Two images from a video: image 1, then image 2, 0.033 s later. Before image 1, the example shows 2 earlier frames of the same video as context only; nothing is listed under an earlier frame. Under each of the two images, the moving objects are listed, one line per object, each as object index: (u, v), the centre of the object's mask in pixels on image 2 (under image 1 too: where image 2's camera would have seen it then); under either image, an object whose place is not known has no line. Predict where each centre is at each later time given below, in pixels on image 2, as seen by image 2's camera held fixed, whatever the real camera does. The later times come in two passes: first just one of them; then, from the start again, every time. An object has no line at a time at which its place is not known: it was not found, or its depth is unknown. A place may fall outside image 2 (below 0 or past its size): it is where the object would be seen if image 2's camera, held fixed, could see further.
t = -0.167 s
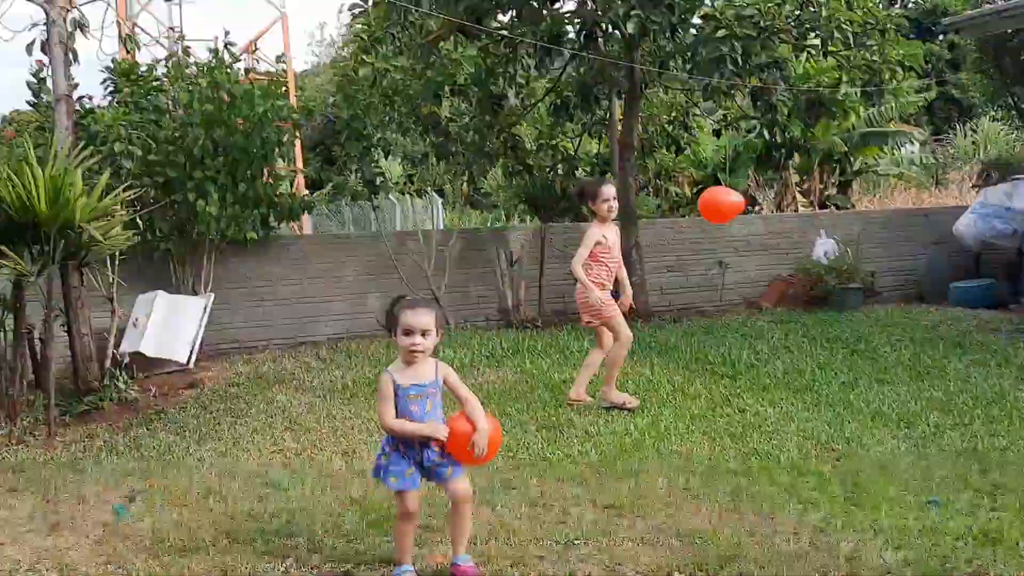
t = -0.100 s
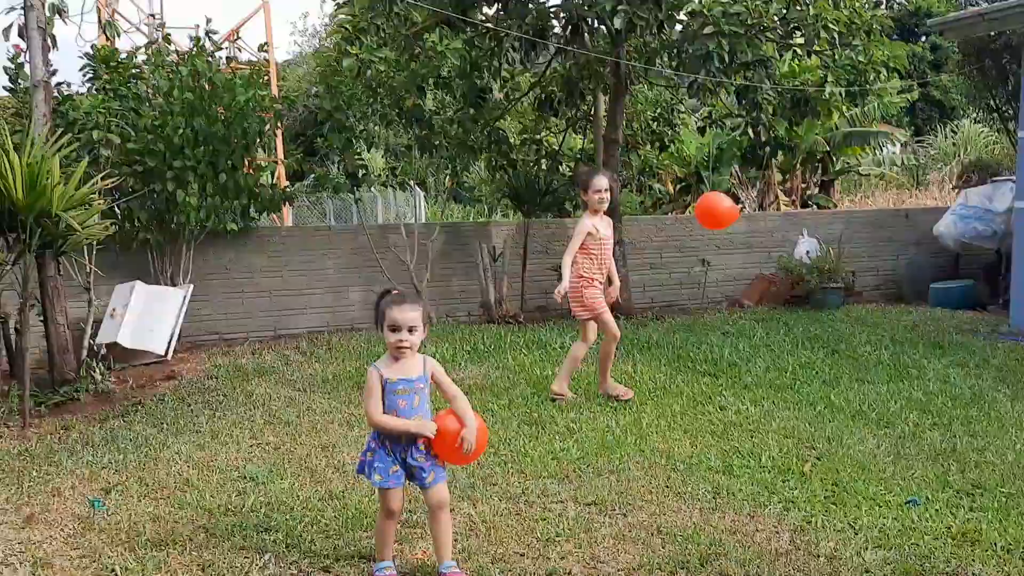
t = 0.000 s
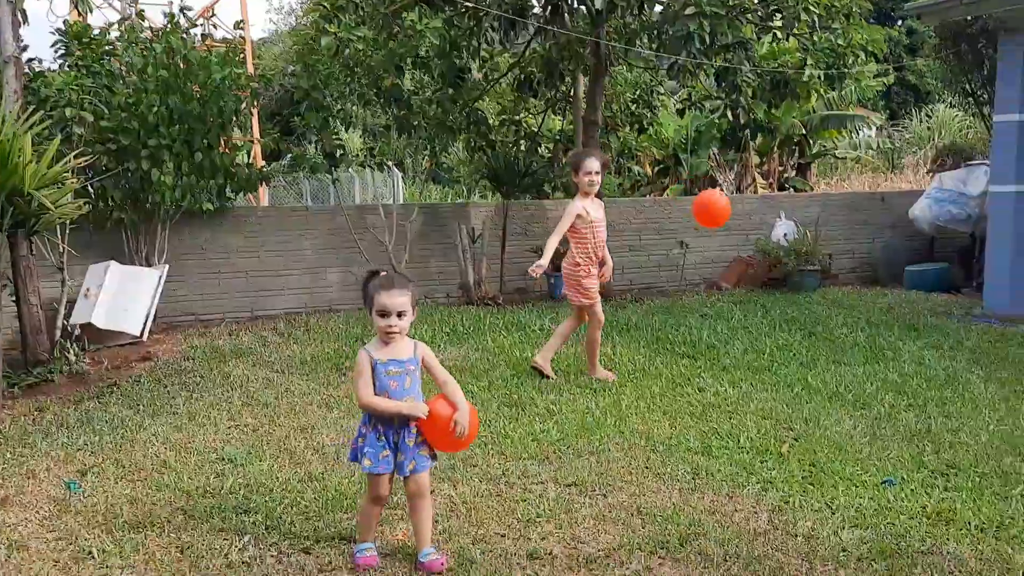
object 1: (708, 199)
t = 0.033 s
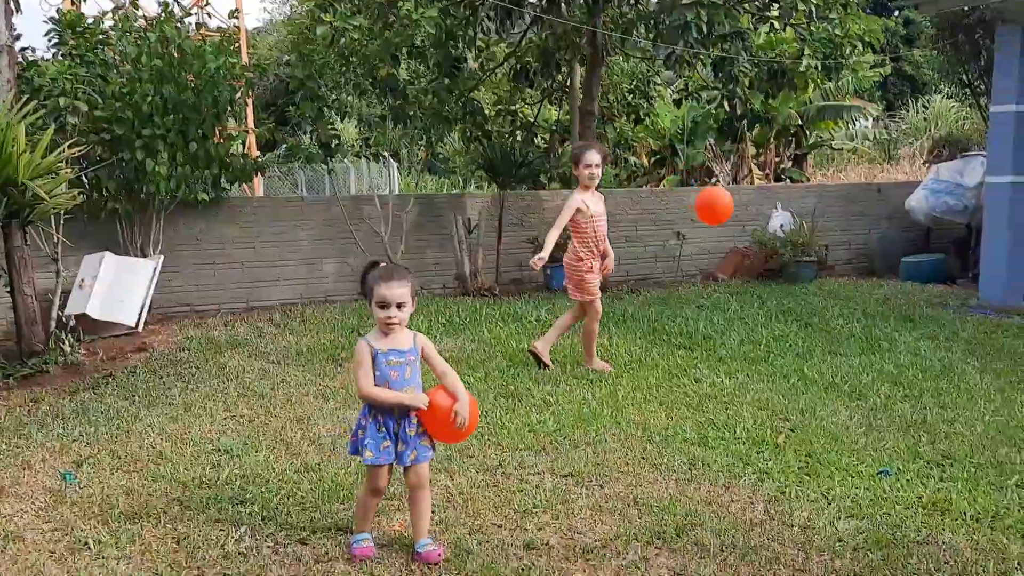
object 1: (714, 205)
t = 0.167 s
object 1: (733, 235)
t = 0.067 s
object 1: (720, 212)
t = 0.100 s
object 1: (725, 220)
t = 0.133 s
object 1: (730, 227)
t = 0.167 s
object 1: (733, 235)
